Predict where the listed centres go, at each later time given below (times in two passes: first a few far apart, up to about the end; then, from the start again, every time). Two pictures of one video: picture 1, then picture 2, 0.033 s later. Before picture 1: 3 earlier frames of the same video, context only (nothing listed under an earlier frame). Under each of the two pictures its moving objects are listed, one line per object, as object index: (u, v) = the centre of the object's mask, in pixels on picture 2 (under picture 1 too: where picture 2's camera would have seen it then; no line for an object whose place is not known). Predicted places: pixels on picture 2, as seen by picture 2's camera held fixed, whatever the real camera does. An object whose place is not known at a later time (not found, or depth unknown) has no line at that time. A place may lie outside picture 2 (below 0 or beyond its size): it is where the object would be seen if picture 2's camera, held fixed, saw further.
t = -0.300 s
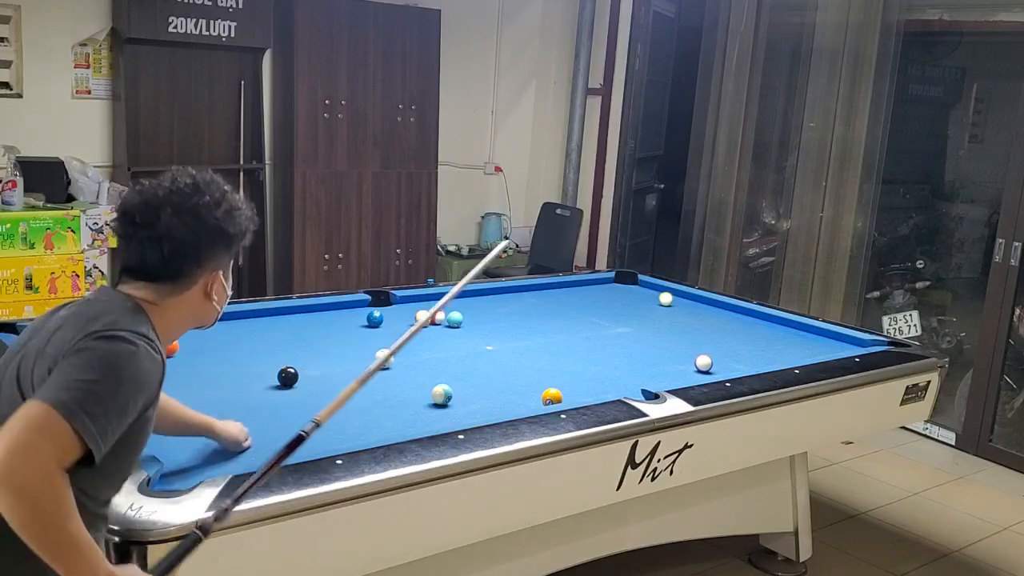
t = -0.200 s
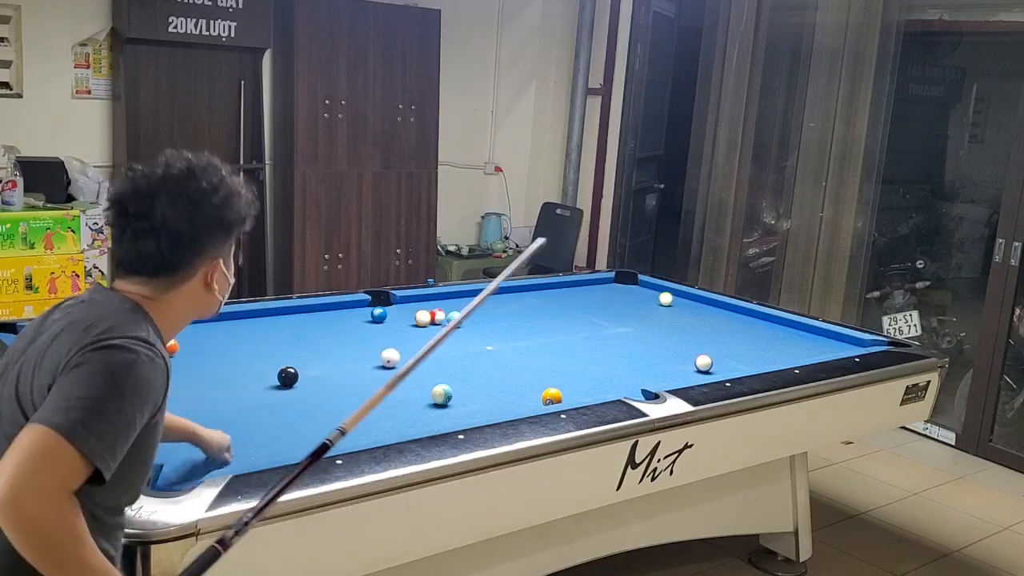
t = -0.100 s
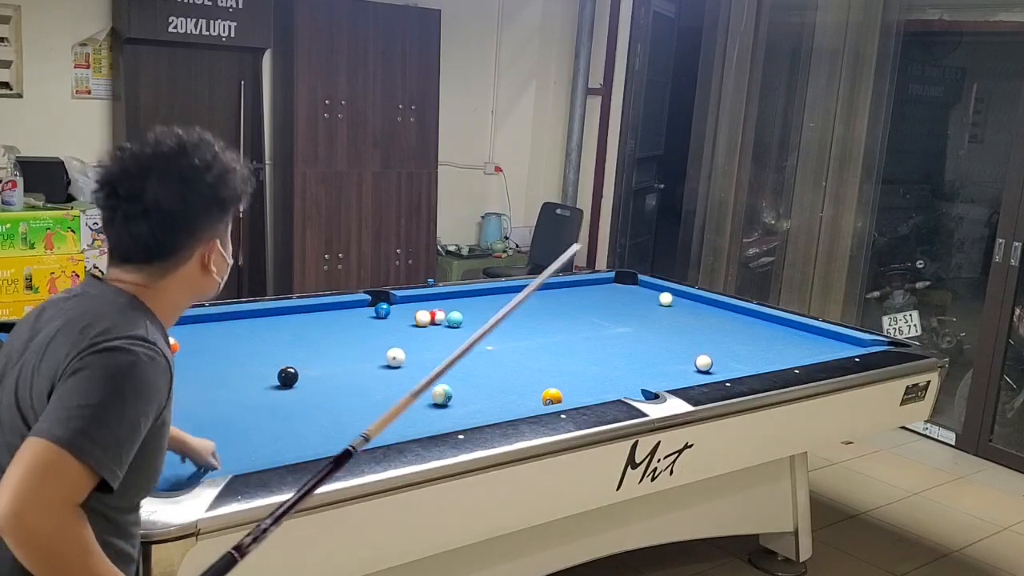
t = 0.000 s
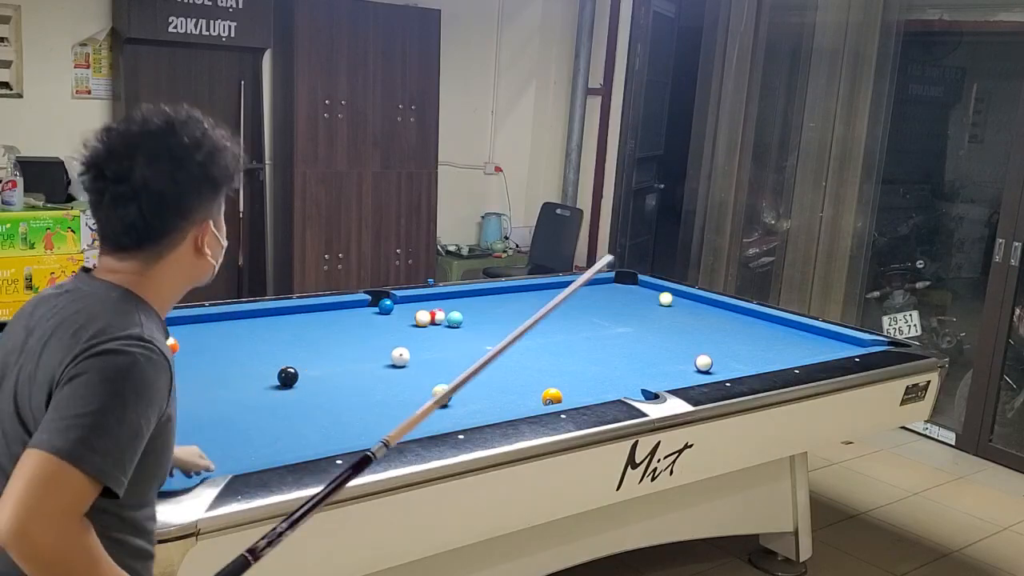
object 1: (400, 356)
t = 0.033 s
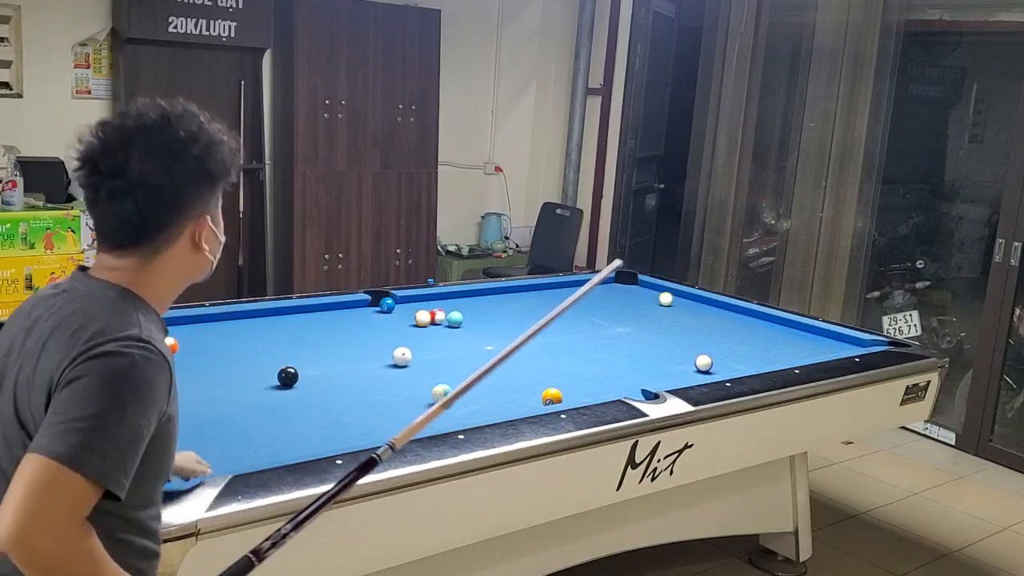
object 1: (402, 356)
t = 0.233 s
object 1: (410, 355)
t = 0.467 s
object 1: (419, 354)
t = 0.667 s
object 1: (426, 354)
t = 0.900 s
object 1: (432, 353)
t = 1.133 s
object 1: (436, 352)
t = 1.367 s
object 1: (439, 352)
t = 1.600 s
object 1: (441, 352)
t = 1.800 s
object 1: (441, 352)
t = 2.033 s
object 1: (441, 352)
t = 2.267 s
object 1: (441, 352)
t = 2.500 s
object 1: (441, 352)
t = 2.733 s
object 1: (441, 352)
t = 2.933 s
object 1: (441, 352)
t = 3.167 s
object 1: (441, 352)
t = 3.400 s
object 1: (441, 352)
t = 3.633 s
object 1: (441, 352)
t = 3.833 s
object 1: (441, 352)
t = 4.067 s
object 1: (440, 352)
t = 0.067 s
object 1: (403, 356)
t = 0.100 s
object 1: (405, 356)
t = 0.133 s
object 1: (406, 356)
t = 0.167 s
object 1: (408, 356)
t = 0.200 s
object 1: (409, 356)
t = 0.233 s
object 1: (410, 355)
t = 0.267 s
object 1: (412, 355)
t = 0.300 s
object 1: (413, 355)
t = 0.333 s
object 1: (414, 355)
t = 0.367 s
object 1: (416, 355)
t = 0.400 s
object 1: (417, 355)
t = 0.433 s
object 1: (418, 355)
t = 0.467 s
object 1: (419, 354)
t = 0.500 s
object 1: (420, 354)
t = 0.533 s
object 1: (421, 354)
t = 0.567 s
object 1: (423, 354)
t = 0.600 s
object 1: (424, 354)
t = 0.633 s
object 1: (425, 354)
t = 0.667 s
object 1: (426, 354)
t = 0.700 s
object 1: (427, 354)
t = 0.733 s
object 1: (427, 353)
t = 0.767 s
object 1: (428, 354)
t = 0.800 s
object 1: (429, 353)
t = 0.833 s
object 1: (430, 353)
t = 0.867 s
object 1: (431, 353)
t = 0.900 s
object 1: (432, 353)
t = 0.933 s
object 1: (433, 353)
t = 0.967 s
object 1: (433, 353)
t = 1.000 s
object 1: (434, 353)
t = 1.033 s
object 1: (434, 353)
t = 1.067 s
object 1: (435, 353)
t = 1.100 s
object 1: (435, 352)
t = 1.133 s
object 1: (436, 352)
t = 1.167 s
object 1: (437, 352)
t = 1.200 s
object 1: (437, 352)
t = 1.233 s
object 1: (437, 352)
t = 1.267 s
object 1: (438, 352)
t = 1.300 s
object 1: (438, 352)
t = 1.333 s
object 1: (438, 352)
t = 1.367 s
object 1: (439, 352)
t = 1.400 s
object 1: (439, 352)
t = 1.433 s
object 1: (439, 352)
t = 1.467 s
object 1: (440, 352)
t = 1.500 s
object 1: (440, 352)
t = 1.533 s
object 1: (440, 352)
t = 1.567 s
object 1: (440, 352)
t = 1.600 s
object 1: (441, 352)
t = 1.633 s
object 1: (441, 352)
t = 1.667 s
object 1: (441, 352)
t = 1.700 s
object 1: (441, 352)
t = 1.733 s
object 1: (441, 352)
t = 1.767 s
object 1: (441, 352)
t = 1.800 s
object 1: (441, 352)
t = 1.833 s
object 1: (441, 352)
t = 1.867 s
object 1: (442, 352)
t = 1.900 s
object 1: (441, 352)
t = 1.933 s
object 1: (441, 352)
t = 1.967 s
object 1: (441, 352)
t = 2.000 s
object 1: (441, 352)
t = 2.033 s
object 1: (441, 352)
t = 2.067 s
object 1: (441, 352)
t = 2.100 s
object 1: (441, 352)
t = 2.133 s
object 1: (441, 352)
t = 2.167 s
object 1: (441, 352)
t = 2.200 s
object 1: (441, 352)
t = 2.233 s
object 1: (441, 352)
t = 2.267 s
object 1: (441, 352)
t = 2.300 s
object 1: (441, 352)
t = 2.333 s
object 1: (441, 352)
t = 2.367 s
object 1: (441, 352)
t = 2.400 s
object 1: (441, 352)
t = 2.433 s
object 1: (441, 352)
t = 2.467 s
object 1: (441, 352)
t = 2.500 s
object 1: (441, 352)
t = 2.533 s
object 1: (441, 352)
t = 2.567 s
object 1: (441, 352)
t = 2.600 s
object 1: (441, 352)
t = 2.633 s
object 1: (441, 352)
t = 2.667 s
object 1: (441, 352)
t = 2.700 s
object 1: (441, 352)
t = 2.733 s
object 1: (441, 352)
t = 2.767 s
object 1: (441, 352)
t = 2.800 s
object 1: (441, 352)
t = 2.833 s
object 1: (441, 352)
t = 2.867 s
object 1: (441, 352)
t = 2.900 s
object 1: (441, 352)
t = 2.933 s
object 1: (441, 352)
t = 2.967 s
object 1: (441, 352)
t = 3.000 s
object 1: (441, 352)
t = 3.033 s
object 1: (441, 352)
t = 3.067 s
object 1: (441, 352)
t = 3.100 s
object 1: (441, 352)
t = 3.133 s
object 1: (441, 352)
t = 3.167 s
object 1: (441, 352)
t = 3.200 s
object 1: (441, 352)
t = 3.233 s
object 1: (441, 352)
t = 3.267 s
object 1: (441, 352)
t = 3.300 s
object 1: (441, 352)
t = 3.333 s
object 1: (441, 352)
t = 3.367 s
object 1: (441, 352)
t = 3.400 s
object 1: (441, 352)
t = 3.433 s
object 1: (439, 351)
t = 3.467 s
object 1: (444, 354)
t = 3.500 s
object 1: (441, 353)
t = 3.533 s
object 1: (441, 352)
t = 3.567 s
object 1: (441, 352)
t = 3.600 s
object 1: (441, 352)
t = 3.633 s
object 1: (441, 352)
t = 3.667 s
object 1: (441, 352)
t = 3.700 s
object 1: (441, 352)
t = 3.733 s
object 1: (441, 352)
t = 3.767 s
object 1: (441, 352)
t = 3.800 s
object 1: (441, 352)
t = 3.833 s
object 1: (441, 352)
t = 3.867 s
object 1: (441, 352)
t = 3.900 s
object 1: (441, 352)
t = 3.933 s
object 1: (443, 352)
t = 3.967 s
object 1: (445, 352)
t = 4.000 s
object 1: (448, 351)
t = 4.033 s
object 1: (437, 352)
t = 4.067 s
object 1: (440, 352)
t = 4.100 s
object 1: (441, 352)
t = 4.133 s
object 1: (441, 352)
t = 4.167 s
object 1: (441, 352)
